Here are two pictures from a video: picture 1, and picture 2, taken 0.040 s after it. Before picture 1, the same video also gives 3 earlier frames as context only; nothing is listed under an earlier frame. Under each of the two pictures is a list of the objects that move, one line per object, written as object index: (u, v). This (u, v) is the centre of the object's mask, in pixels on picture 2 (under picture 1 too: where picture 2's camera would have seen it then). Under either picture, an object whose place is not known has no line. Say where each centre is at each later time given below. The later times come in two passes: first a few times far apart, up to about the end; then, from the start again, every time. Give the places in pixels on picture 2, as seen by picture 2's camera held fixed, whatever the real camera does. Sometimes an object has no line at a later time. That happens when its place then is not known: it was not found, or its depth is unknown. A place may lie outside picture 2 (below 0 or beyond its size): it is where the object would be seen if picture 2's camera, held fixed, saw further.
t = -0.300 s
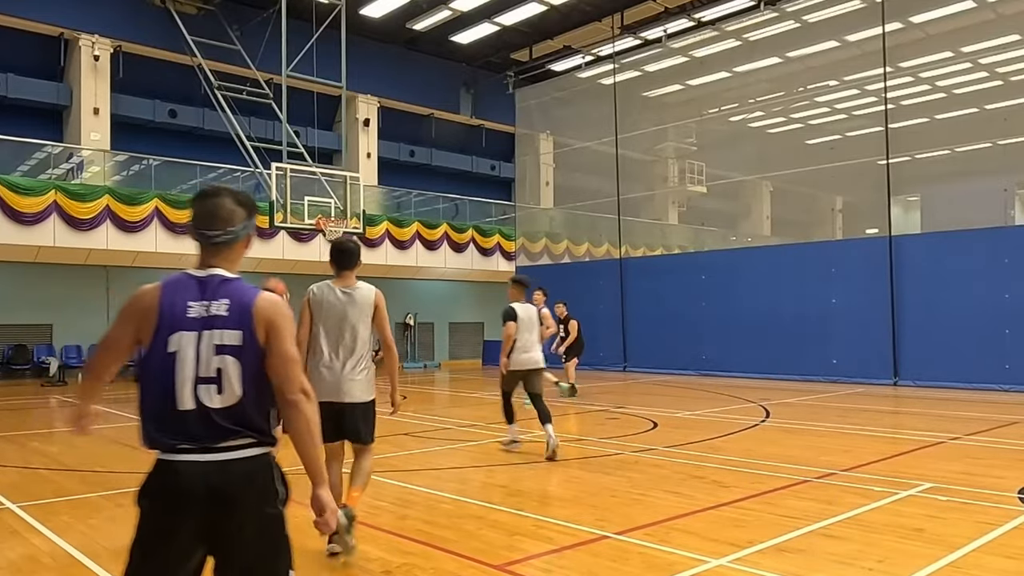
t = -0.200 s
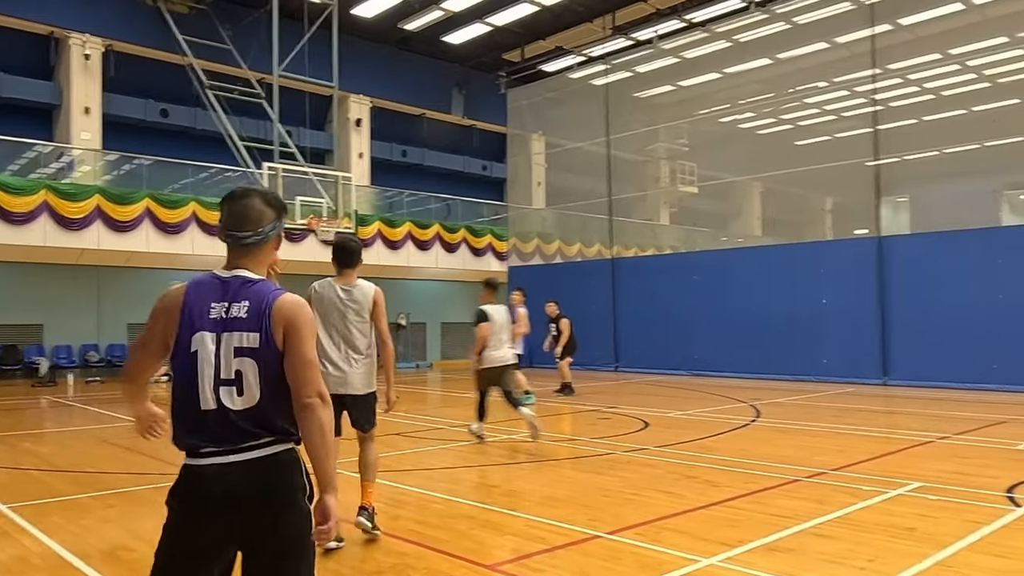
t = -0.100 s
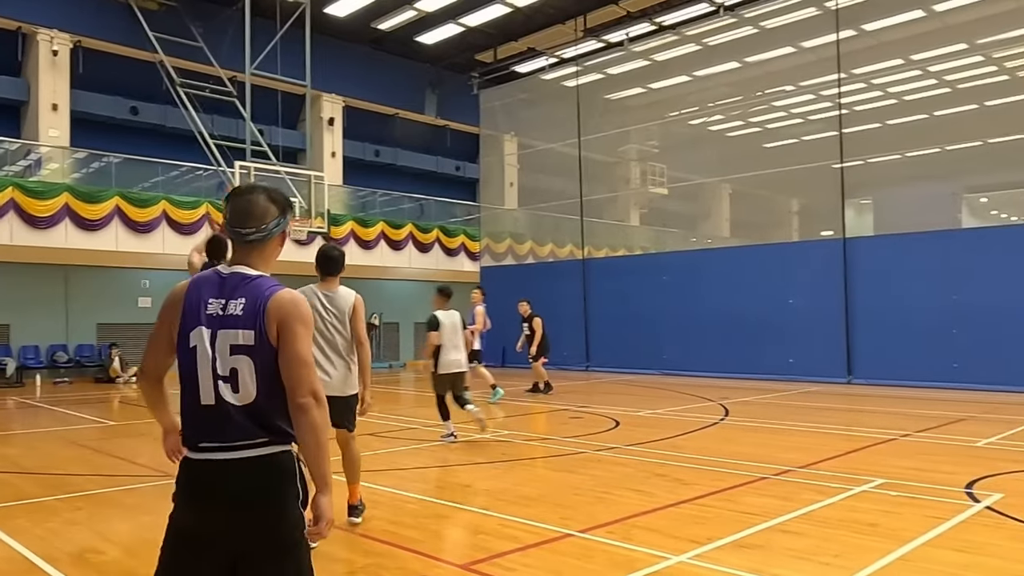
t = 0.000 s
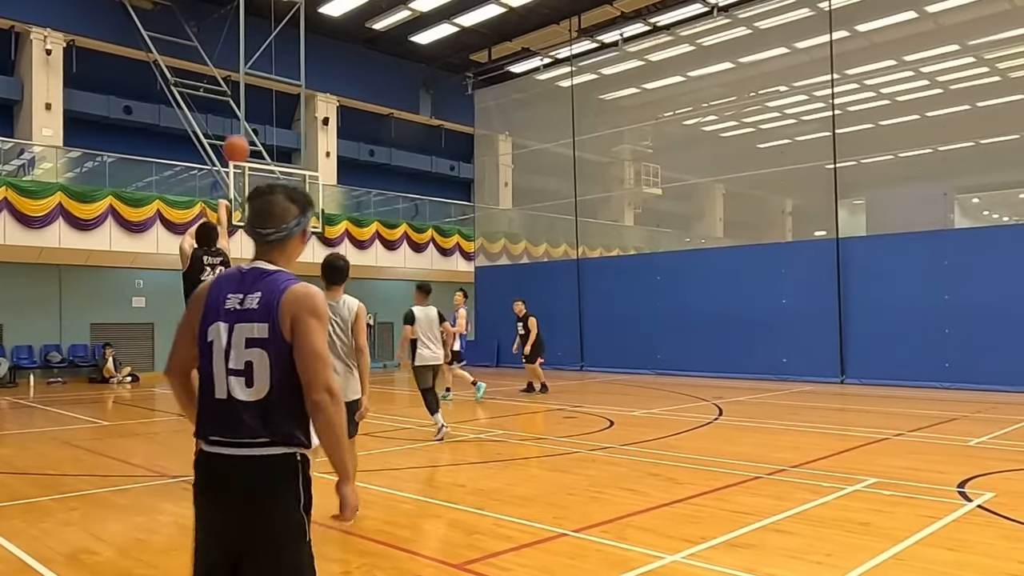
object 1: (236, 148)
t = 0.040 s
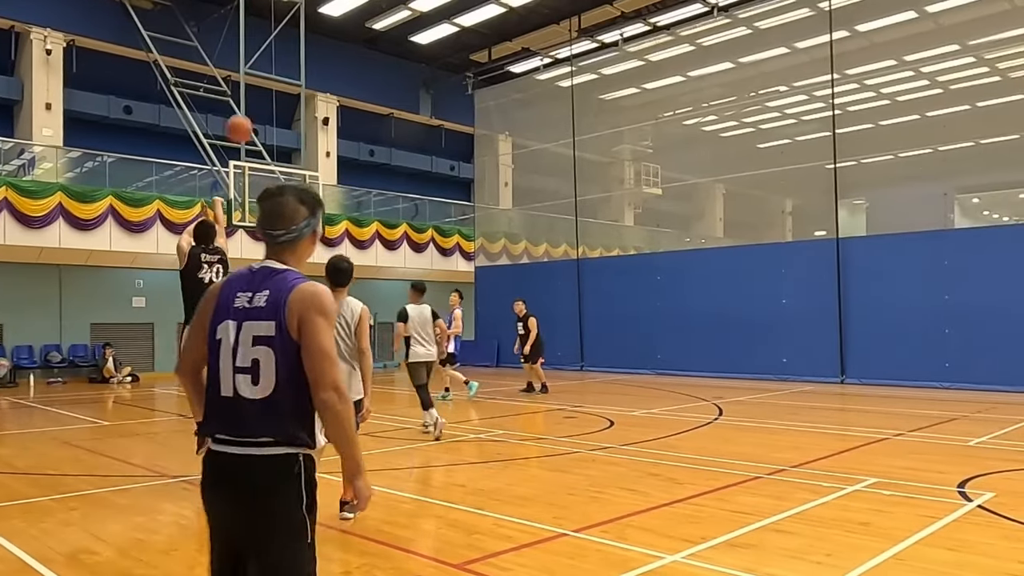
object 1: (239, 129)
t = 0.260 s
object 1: (252, 60)
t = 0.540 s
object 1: (265, 48)
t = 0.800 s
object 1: (276, 86)
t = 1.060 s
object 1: (285, 157)
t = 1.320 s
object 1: (293, 244)
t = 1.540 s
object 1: (296, 316)
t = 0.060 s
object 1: (240, 119)
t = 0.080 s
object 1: (241, 111)
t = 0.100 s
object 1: (243, 103)
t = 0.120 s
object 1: (244, 96)
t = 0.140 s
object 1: (245, 89)
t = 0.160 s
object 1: (246, 83)
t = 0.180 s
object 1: (247, 77)
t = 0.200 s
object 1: (248, 72)
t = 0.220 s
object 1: (249, 68)
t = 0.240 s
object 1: (250, 64)
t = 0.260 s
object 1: (252, 60)
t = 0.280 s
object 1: (253, 57)
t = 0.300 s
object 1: (254, 54)
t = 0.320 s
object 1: (255, 52)
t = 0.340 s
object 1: (256, 49)
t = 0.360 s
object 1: (257, 48)
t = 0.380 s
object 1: (258, 46)
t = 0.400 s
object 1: (259, 45)
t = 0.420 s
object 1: (260, 45)
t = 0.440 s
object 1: (261, 44)
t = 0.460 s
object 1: (261, 44)
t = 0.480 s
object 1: (262, 45)
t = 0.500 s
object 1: (263, 45)
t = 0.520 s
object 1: (264, 46)
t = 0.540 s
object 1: (265, 48)
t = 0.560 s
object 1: (266, 49)
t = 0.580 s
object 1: (267, 51)
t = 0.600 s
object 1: (268, 53)
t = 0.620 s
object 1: (269, 55)
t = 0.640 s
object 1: (270, 58)
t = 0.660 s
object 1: (270, 61)
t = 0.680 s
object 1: (271, 63)
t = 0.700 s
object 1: (272, 66)
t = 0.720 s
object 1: (273, 70)
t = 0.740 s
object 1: (274, 73)
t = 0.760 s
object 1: (274, 77)
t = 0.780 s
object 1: (275, 81)
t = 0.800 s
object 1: (276, 86)
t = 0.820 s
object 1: (277, 91)
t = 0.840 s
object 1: (277, 95)
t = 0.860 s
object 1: (278, 100)
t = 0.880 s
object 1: (279, 105)
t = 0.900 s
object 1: (280, 110)
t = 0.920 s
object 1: (280, 116)
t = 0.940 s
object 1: (281, 120)
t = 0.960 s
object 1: (282, 126)
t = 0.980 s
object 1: (283, 132)
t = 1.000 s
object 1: (283, 139)
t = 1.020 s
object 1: (284, 145)
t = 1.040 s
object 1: (284, 152)
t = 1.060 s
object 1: (285, 157)
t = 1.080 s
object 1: (286, 163)
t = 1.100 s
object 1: (287, 170)
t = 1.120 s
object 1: (287, 178)
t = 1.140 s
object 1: (287, 185)
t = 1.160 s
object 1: (289, 192)
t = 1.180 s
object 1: (288, 199)
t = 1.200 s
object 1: (289, 207)
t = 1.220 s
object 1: (290, 212)
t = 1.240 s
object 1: (292, 220)
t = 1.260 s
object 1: (291, 224)
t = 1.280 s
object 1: (292, 235)
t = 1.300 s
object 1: (292, 238)
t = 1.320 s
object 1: (293, 244)
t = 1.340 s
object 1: (293, 251)
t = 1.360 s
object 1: (293, 257)
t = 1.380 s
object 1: (293, 264)
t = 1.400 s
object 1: (293, 270)
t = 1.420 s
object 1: (294, 275)
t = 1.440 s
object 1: (294, 282)
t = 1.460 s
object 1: (295, 288)
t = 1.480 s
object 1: (295, 294)
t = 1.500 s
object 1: (295, 301)
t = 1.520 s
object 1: (296, 307)
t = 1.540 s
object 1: (296, 316)
